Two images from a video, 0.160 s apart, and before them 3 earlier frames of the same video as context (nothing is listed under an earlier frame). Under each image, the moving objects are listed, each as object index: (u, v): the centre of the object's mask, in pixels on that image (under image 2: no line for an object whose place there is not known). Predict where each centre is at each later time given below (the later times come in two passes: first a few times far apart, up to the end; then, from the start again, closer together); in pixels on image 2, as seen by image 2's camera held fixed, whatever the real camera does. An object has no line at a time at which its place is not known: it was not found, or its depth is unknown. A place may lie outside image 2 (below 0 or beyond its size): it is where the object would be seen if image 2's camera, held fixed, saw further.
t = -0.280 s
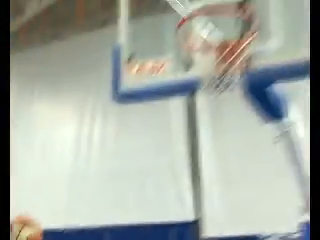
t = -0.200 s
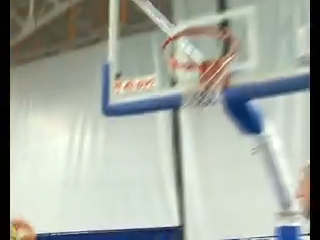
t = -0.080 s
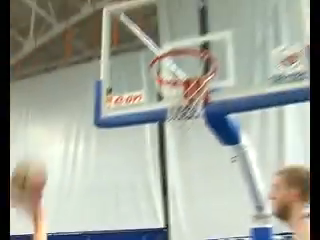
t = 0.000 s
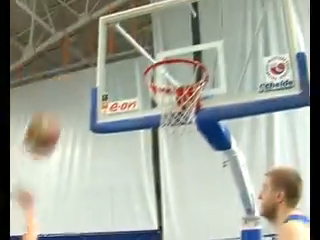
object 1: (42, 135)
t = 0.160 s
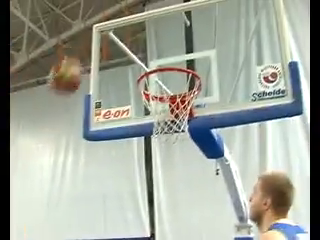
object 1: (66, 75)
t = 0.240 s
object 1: (78, 59)
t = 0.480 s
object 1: (115, 55)
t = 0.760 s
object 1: (98, 71)
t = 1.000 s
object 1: (59, 134)
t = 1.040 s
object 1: (52, 152)
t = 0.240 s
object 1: (78, 59)
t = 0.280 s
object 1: (85, 54)
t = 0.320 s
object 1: (92, 50)
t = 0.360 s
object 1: (98, 49)
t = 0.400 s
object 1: (103, 49)
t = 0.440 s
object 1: (110, 51)
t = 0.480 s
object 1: (115, 55)
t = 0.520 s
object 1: (121, 62)
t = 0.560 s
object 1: (125, 70)
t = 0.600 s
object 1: (124, 70)
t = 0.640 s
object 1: (117, 67)
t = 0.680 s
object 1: (112, 66)
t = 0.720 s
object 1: (105, 67)
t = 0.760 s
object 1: (98, 71)
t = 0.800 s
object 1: (92, 76)
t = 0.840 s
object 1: (85, 85)
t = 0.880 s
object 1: (77, 93)
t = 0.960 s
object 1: (65, 118)
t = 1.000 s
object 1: (59, 134)
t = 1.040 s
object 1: (52, 152)
